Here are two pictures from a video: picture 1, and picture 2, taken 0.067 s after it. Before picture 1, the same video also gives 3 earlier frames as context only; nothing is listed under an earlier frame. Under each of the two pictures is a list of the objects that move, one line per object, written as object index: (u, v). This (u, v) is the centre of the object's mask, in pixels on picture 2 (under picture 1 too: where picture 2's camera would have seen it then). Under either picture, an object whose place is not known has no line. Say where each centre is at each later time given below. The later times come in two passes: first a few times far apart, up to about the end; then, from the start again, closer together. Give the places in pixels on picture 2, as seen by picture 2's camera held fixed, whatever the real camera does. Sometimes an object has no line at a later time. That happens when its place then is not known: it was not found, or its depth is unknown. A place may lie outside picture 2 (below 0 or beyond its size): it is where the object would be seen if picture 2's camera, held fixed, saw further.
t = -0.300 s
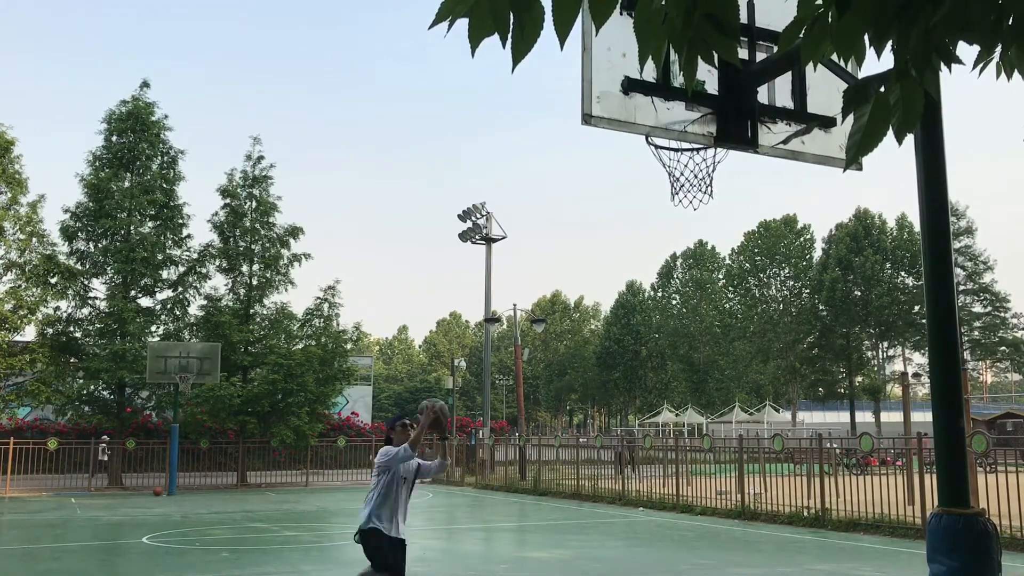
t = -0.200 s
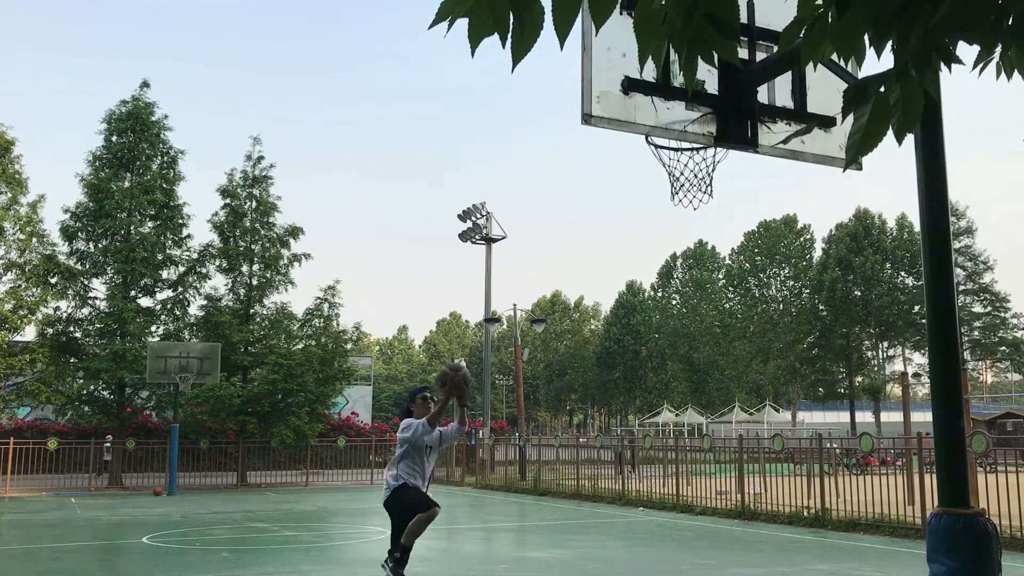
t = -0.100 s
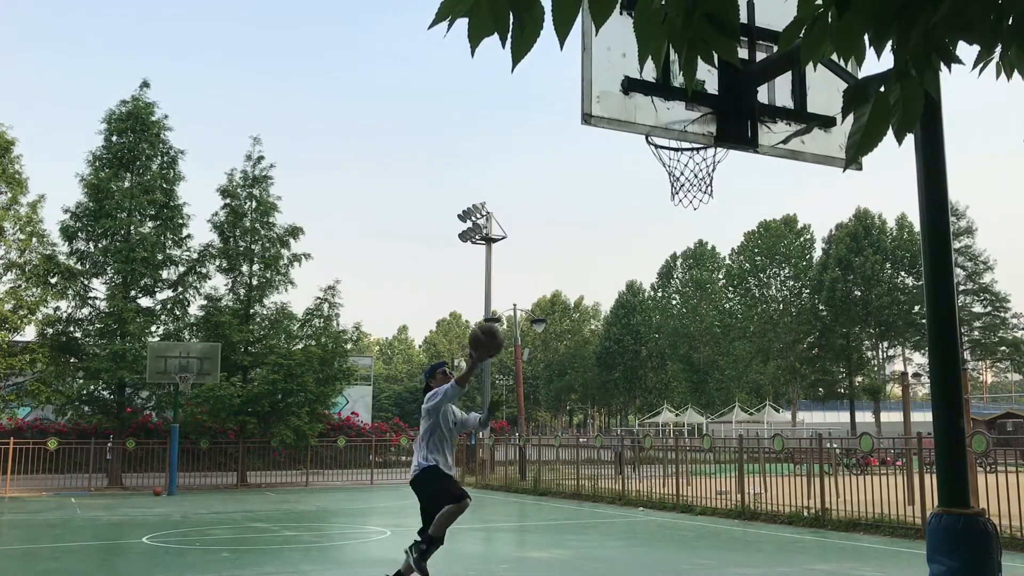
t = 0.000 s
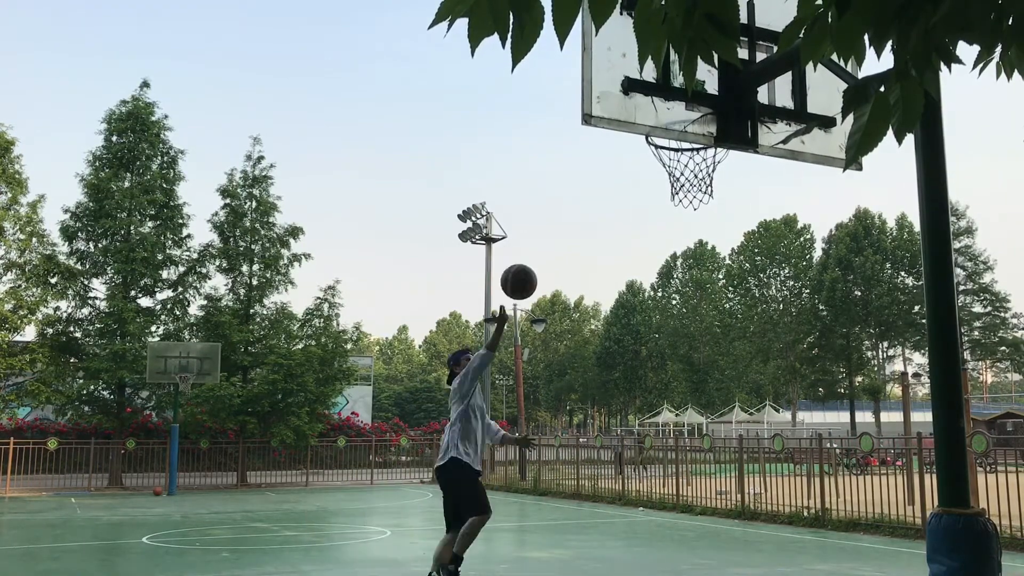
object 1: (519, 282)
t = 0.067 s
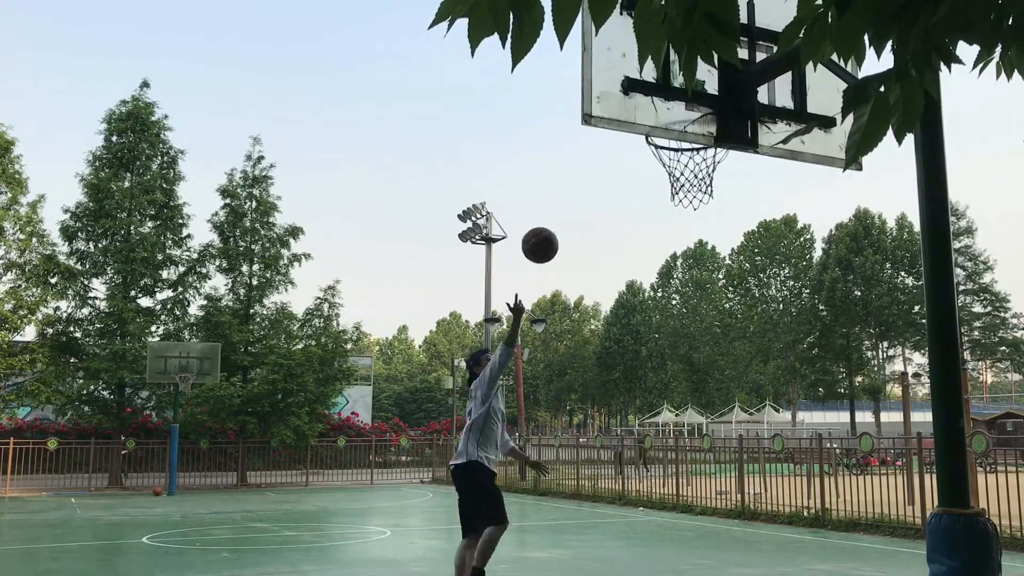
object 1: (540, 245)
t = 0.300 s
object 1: (619, 162)
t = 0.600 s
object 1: (670, 157)
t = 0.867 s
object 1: (684, 252)
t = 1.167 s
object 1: (702, 465)
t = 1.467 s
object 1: (714, 524)
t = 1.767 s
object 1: (723, 386)
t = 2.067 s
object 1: (734, 370)
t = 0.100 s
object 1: (551, 229)
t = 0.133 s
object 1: (562, 214)
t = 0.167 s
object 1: (573, 201)
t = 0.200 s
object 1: (584, 189)
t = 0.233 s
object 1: (595, 178)
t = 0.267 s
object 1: (607, 169)
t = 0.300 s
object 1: (619, 162)
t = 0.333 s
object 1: (631, 156)
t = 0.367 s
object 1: (643, 153)
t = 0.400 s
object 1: (655, 152)
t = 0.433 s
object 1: (662, 152)
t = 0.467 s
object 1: (663, 151)
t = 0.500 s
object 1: (664, 151)
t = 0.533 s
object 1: (666, 152)
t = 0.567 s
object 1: (668, 154)
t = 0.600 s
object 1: (670, 157)
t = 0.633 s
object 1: (672, 164)
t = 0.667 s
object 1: (674, 172)
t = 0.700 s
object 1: (676, 182)
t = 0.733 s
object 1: (677, 193)
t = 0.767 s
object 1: (680, 206)
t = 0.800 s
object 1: (681, 220)
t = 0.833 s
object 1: (683, 235)
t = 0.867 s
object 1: (684, 252)
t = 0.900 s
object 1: (686, 271)
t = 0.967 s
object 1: (690, 312)
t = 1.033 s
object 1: (693, 357)
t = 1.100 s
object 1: (698, 408)
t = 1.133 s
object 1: (699, 437)
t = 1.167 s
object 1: (702, 465)
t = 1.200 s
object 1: (704, 495)
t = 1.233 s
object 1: (705, 526)
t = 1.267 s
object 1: (707, 560)
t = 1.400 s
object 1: (712, 568)
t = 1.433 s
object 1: (713, 549)
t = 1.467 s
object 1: (714, 524)
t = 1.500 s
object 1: (715, 503)
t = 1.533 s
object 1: (716, 484)
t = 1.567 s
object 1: (717, 464)
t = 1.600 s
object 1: (717, 447)
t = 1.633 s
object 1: (719, 432)
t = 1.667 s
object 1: (719, 418)
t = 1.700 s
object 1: (720, 406)
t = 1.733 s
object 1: (722, 396)
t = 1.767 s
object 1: (723, 386)
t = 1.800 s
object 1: (724, 379)
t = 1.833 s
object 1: (726, 374)
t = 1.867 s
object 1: (727, 369)
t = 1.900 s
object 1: (729, 365)
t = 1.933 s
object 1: (730, 363)
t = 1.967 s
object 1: (730, 363)
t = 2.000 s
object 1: (732, 364)
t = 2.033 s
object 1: (733, 366)
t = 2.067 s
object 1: (734, 370)
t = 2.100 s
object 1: (736, 374)
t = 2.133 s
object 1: (737, 381)
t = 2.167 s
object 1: (740, 388)
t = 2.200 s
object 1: (741, 398)
